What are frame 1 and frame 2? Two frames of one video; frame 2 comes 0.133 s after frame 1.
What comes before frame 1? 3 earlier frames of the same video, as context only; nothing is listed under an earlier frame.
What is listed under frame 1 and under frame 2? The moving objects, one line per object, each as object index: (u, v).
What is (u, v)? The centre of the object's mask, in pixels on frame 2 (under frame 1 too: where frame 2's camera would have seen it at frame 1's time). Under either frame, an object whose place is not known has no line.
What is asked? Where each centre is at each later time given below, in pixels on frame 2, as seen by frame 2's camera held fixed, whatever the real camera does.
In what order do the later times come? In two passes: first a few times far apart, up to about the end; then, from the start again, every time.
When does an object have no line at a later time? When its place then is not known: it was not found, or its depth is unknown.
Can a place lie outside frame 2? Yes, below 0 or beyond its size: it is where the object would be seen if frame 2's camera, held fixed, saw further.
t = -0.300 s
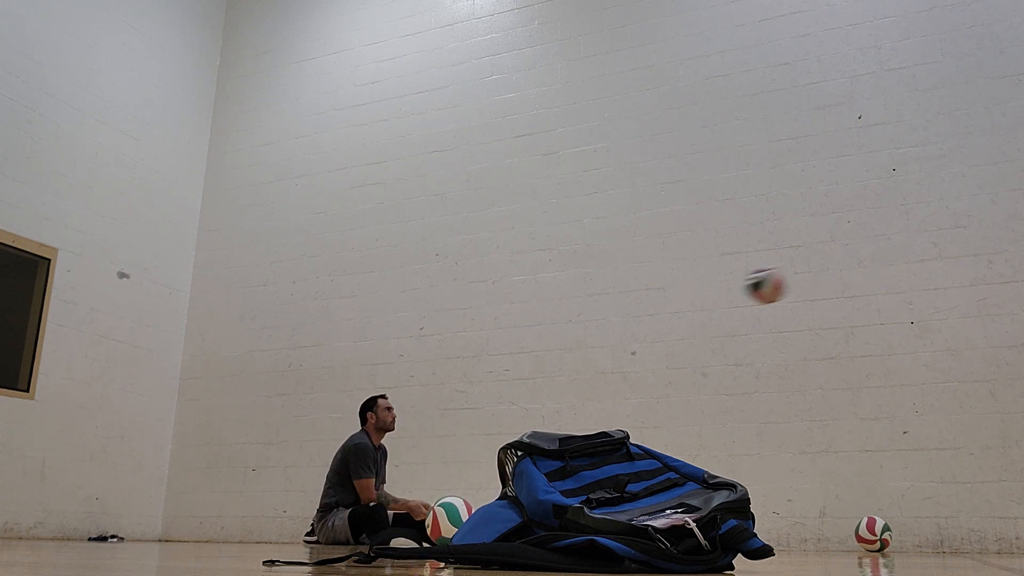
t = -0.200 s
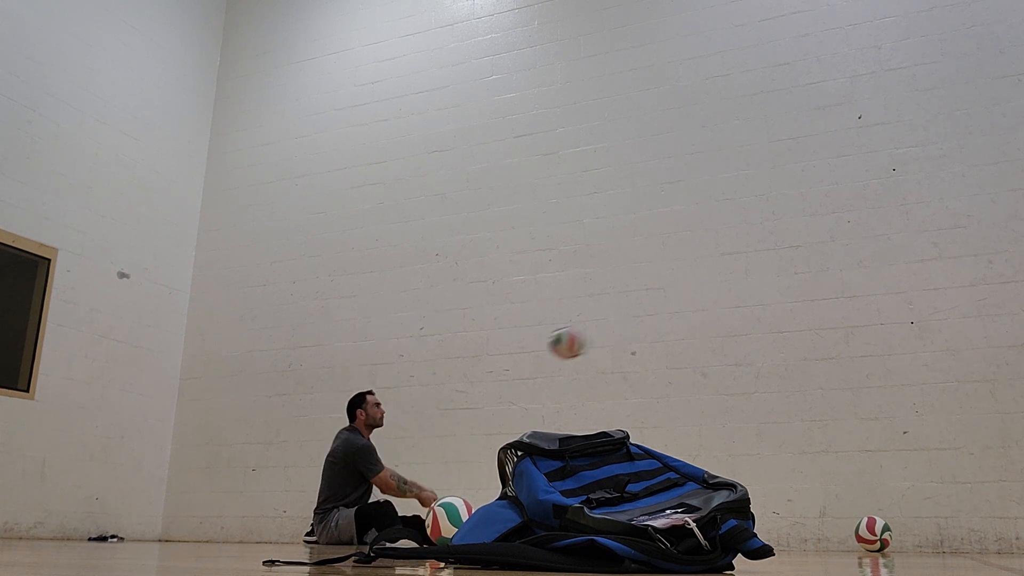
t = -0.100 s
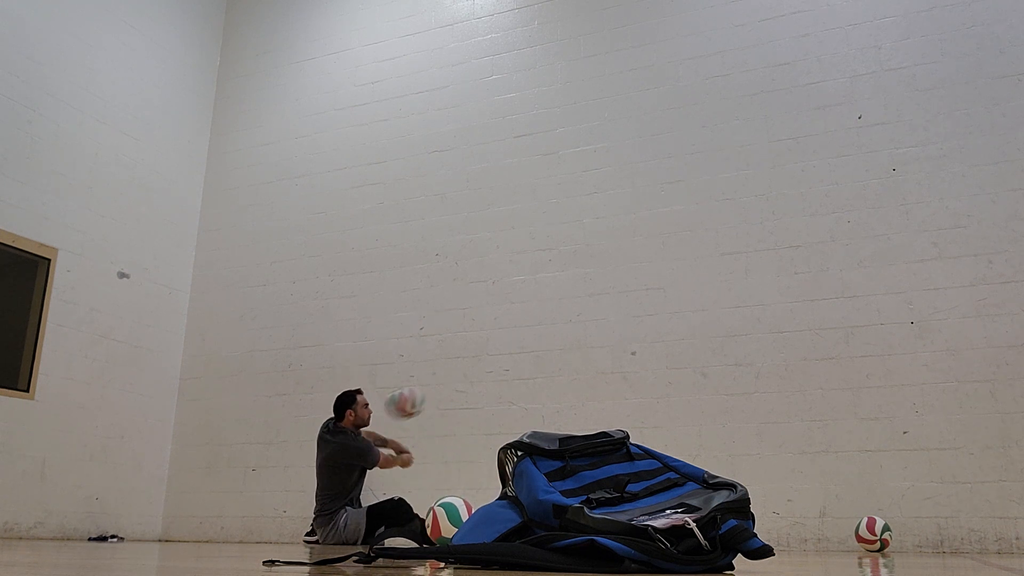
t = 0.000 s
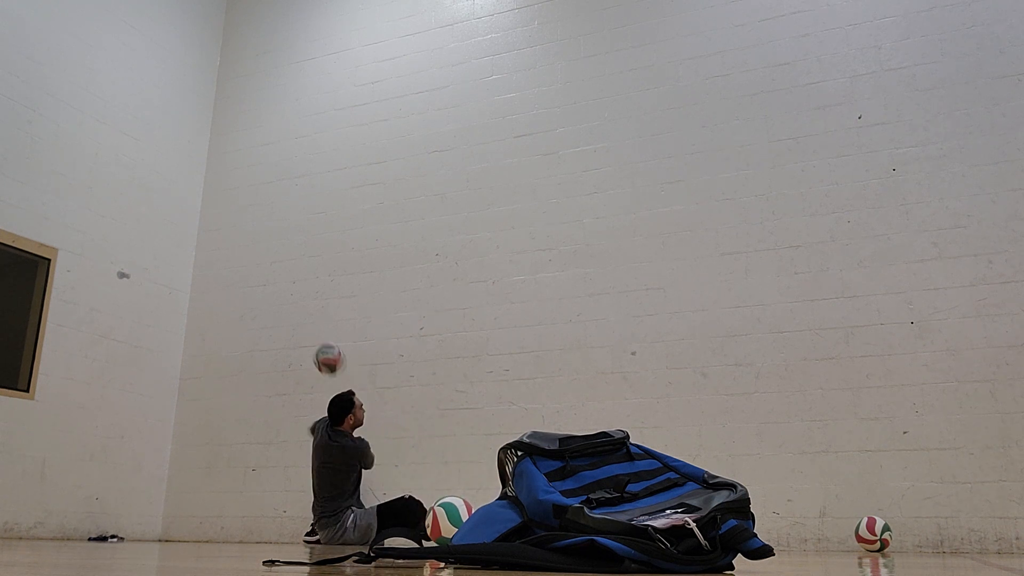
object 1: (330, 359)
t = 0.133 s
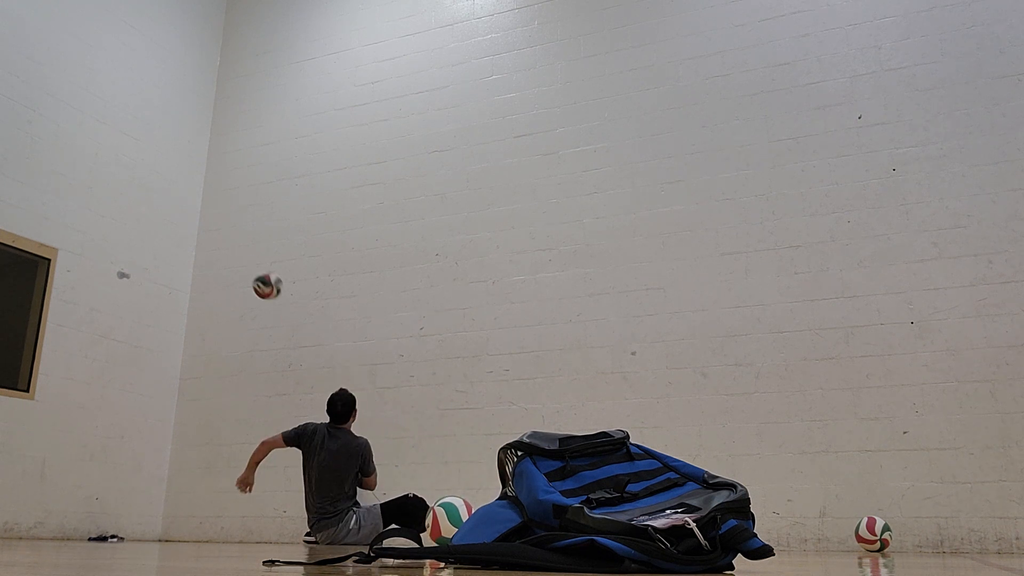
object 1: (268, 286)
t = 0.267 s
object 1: (212, 244)
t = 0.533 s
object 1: (109, 236)
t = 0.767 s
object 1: (156, 236)
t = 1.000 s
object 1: (229, 283)
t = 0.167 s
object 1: (252, 272)
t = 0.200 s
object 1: (239, 262)
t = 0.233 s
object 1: (225, 252)
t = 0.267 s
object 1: (212, 244)
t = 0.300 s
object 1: (198, 239)
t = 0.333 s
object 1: (185, 234)
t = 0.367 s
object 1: (172, 231)
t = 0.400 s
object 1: (160, 230)
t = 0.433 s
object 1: (147, 229)
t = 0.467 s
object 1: (135, 230)
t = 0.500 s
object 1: (122, 233)
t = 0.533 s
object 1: (109, 236)
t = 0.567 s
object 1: (97, 240)
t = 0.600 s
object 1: (101, 239)
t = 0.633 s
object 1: (113, 236)
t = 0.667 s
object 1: (124, 234)
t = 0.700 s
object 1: (135, 233)
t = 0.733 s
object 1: (146, 234)
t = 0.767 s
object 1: (156, 236)
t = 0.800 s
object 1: (167, 238)
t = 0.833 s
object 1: (178, 242)
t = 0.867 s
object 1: (188, 248)
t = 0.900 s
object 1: (198, 255)
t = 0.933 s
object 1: (209, 263)
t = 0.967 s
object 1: (219, 273)
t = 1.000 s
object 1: (229, 283)
